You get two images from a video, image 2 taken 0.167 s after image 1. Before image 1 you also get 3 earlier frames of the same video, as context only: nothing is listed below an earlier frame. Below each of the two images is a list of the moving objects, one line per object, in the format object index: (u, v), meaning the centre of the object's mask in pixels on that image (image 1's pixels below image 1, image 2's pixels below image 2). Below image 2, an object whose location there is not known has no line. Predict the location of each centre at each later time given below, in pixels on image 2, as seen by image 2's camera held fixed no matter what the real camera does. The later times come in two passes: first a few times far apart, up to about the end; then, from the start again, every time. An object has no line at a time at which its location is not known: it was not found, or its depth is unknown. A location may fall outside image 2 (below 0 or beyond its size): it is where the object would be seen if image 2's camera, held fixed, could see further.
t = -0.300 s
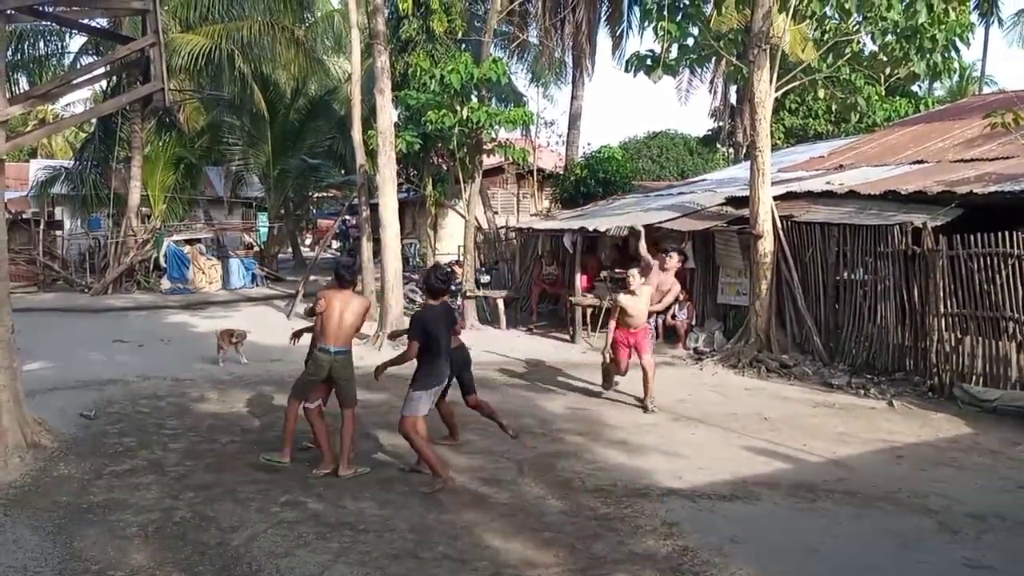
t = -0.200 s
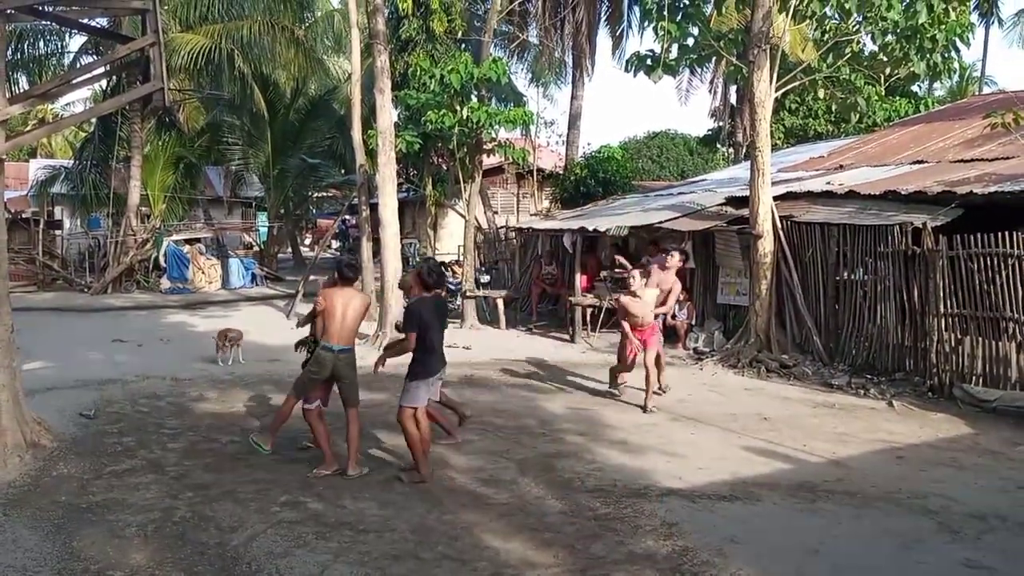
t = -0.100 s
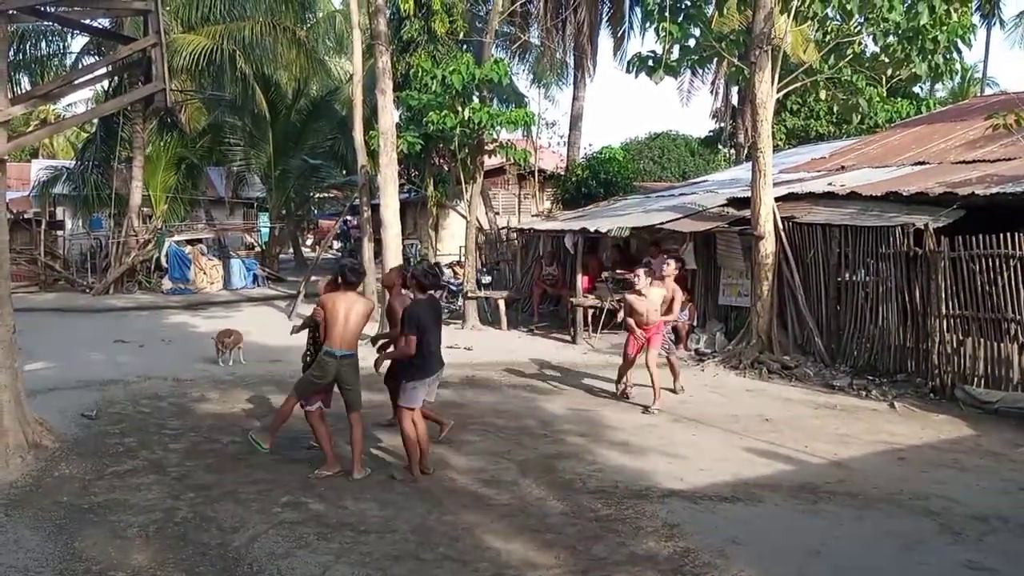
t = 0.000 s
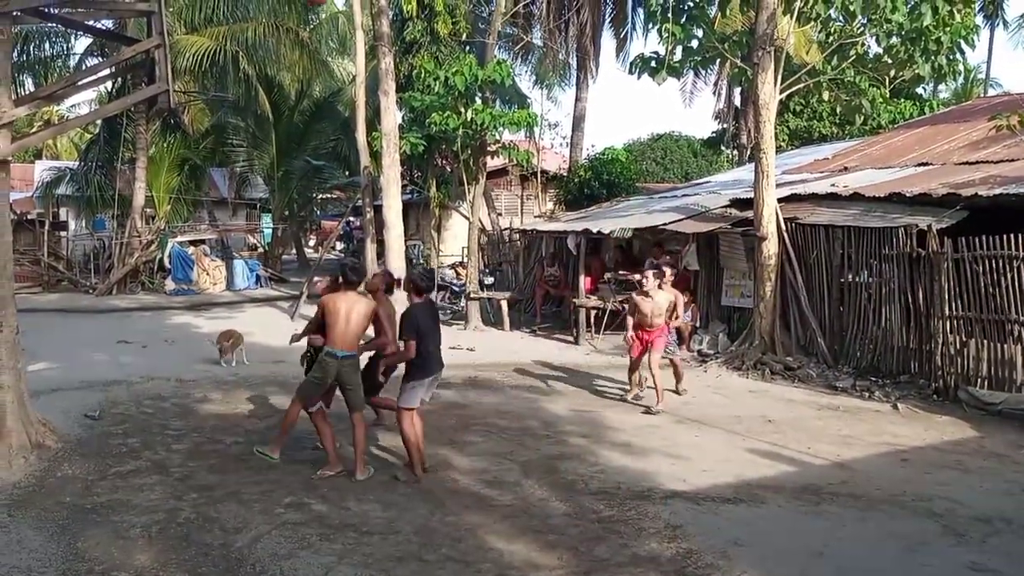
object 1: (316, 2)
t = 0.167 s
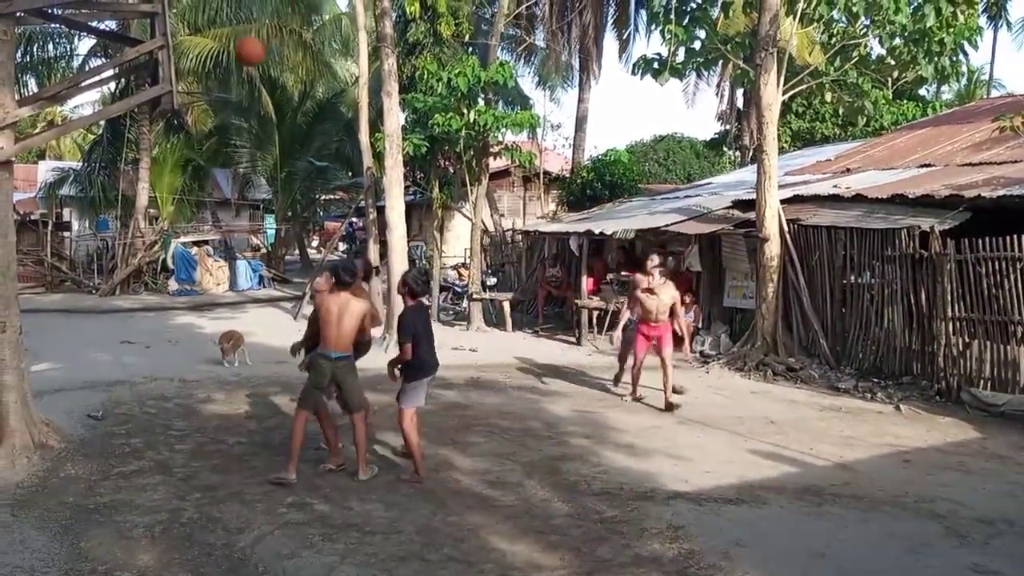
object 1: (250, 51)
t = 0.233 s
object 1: (225, 82)
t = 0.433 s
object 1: (196, 51)
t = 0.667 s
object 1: (203, 61)
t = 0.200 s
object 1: (237, 66)
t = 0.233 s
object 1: (225, 82)
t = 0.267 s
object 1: (220, 74)
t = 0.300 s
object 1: (214, 67)
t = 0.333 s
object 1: (209, 61)
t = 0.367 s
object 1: (205, 56)
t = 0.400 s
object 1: (200, 53)
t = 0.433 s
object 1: (196, 51)
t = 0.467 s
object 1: (191, 50)
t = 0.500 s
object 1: (187, 51)
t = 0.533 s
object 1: (187, 51)
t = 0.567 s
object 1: (190, 51)
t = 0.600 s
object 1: (194, 53)
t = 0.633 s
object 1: (198, 57)
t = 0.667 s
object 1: (203, 61)
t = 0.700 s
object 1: (207, 67)
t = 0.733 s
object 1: (212, 76)
